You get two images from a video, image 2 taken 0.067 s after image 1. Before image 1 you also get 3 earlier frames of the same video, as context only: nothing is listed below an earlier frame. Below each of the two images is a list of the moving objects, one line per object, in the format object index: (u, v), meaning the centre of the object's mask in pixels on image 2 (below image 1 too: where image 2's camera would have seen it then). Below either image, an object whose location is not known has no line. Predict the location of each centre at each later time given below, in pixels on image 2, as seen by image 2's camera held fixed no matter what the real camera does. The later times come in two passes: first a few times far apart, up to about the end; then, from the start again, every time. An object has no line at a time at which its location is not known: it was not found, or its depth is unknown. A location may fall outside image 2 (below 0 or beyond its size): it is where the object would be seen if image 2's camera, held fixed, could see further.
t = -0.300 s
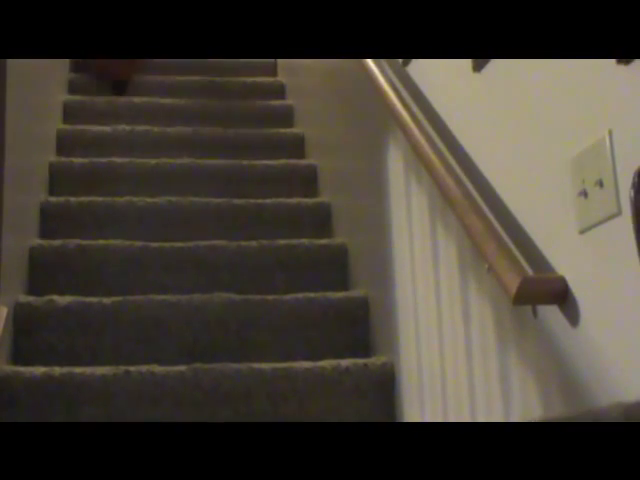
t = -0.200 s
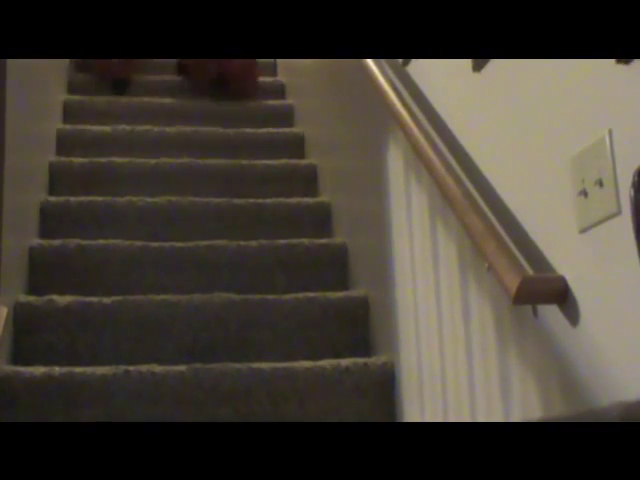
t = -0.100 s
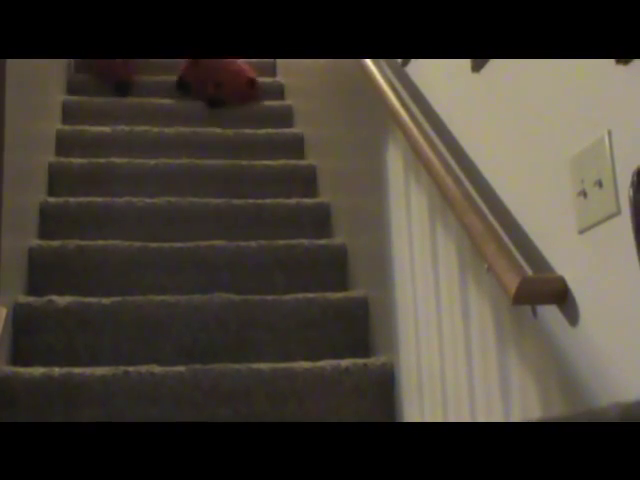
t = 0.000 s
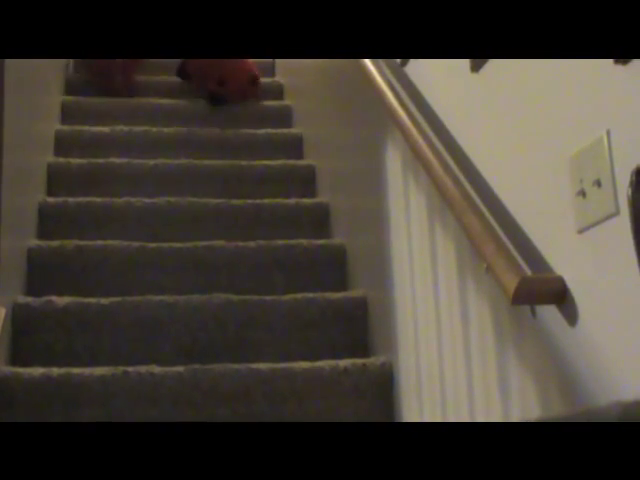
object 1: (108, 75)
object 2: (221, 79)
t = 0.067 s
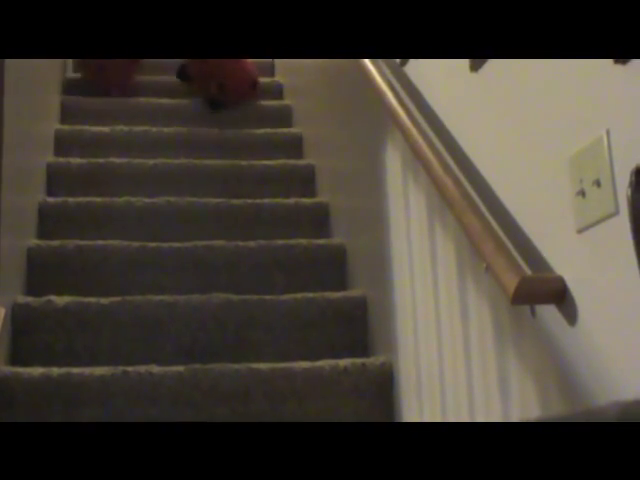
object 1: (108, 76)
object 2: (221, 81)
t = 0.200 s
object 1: (100, 79)
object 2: (221, 85)
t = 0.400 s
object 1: (106, 79)
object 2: (220, 90)
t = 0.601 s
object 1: (110, 89)
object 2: (215, 108)
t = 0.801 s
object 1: (121, 112)
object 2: (215, 120)
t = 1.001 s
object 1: (135, 123)
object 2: (229, 162)
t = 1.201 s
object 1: (148, 120)
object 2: (241, 145)
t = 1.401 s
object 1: (138, 143)
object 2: (255, 198)
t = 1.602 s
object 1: (124, 155)
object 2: (265, 197)
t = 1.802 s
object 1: (106, 160)
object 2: (267, 197)
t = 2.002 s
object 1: (101, 162)
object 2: (266, 197)
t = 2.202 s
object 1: (109, 179)
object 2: (266, 197)
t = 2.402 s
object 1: (112, 189)
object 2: (267, 197)
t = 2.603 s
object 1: (100, 201)
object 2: (267, 197)
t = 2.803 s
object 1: (85, 256)
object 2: (267, 197)
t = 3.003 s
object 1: (85, 254)
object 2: (267, 197)
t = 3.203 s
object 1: (92, 265)
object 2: (267, 197)
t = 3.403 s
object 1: (91, 270)
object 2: (267, 197)
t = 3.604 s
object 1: (91, 269)
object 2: (266, 197)
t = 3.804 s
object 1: (91, 269)
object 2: (266, 197)
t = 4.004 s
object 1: (91, 269)
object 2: (266, 197)
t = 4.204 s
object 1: (91, 269)
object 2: (267, 197)
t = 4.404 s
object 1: (93, 269)
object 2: (266, 197)
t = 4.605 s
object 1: (93, 269)
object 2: (266, 197)
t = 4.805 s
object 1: (93, 269)
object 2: (266, 197)
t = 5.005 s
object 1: (93, 269)
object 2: (266, 198)
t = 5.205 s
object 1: (92, 269)
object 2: (266, 197)
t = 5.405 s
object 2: (266, 197)
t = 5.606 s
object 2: (266, 197)
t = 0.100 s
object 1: (107, 77)
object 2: (221, 83)
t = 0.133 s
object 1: (104, 77)
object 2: (220, 85)
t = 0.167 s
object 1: (101, 79)
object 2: (220, 85)
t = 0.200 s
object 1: (100, 79)
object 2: (221, 85)
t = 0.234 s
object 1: (100, 78)
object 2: (221, 85)
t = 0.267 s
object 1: (101, 77)
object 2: (221, 84)
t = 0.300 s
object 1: (102, 77)
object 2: (221, 84)
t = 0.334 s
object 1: (105, 77)
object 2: (221, 85)
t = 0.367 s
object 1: (105, 78)
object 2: (220, 87)
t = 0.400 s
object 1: (106, 79)
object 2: (220, 90)
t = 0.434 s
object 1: (106, 79)
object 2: (219, 94)
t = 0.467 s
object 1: (108, 80)
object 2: (222, 99)
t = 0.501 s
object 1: (110, 81)
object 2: (224, 103)
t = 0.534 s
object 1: (109, 82)
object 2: (223, 102)
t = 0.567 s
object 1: (110, 84)
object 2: (219, 105)
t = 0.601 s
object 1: (110, 89)
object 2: (215, 108)
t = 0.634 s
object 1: (111, 95)
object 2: (213, 110)
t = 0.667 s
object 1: (110, 104)
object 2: (212, 114)
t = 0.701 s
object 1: (118, 112)
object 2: (211, 116)
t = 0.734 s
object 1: (121, 114)
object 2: (212, 118)
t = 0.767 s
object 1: (120, 112)
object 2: (213, 119)
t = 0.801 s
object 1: (121, 112)
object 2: (215, 120)
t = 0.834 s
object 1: (124, 115)
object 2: (218, 123)
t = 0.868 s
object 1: (125, 118)
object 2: (223, 128)
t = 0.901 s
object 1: (126, 120)
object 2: (225, 136)
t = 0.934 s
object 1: (128, 122)
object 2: (228, 149)
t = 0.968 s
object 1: (133, 122)
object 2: (229, 158)
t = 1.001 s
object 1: (135, 123)
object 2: (229, 162)
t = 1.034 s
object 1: (141, 125)
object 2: (230, 158)
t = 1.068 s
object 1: (146, 125)
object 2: (233, 152)
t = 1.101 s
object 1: (146, 124)
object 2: (235, 147)
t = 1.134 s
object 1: (148, 123)
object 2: (237, 144)
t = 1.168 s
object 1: (148, 121)
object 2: (239, 143)
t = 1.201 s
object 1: (148, 120)
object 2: (241, 145)
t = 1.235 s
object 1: (146, 122)
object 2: (244, 149)
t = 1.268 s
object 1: (145, 126)
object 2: (246, 158)
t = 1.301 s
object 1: (141, 129)
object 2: (248, 168)
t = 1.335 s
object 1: (140, 134)
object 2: (252, 181)
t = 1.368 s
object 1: (139, 140)
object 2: (254, 191)
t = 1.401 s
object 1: (138, 143)
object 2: (255, 198)
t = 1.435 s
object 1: (137, 147)
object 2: (256, 202)
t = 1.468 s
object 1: (136, 149)
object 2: (257, 198)
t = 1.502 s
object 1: (133, 150)
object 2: (258, 196)
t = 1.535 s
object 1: (128, 156)
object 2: (261, 195)
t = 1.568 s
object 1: (126, 158)
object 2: (263, 196)
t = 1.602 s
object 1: (124, 155)
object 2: (265, 197)
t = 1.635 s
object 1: (122, 152)
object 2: (266, 198)
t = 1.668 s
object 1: (119, 150)
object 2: (266, 197)
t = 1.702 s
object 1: (116, 150)
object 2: (267, 197)
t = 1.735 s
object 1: (114, 152)
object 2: (267, 197)
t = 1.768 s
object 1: (109, 156)
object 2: (267, 197)
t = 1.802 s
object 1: (106, 160)
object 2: (267, 197)
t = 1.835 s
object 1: (104, 161)
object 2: (267, 197)
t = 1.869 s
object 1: (102, 160)
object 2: (267, 197)
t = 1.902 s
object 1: (101, 159)
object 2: (267, 197)
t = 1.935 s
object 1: (100, 159)
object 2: (267, 197)
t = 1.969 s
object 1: (101, 160)
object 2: (267, 197)
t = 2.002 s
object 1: (101, 162)
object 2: (266, 197)
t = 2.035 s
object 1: (102, 163)
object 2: (266, 197)
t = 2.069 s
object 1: (103, 166)
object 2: (266, 197)
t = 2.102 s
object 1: (104, 168)
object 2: (267, 197)
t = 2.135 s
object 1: (105, 170)
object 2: (267, 197)
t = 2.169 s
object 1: (106, 174)
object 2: (266, 197)
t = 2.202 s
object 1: (109, 179)
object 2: (266, 197)
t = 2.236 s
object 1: (109, 181)
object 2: (266, 197)
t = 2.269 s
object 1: (108, 183)
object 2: (266, 197)
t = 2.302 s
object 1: (112, 191)
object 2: (267, 197)
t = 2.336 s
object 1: (114, 195)
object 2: (267, 197)
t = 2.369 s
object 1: (114, 193)
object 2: (267, 198)
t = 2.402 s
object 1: (112, 189)
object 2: (267, 197)
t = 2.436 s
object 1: (111, 186)
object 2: (267, 197)
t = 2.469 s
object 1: (109, 185)
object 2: (267, 197)
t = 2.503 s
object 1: (107, 186)
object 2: (267, 197)
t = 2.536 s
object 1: (105, 188)
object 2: (267, 197)
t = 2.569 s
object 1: (103, 194)
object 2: (267, 197)
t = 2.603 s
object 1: (100, 201)
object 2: (267, 197)
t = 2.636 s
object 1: (97, 213)
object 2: (267, 197)
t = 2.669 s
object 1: (97, 226)
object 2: (267, 197)
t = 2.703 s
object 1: (97, 239)
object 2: (267, 197)
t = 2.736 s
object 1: (92, 251)
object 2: (267, 197)
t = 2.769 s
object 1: (87, 257)
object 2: (267, 197)
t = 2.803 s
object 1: (85, 256)
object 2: (267, 197)
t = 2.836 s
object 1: (84, 252)
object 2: (267, 197)
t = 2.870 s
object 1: (82, 248)
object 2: (267, 197)
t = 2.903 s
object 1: (81, 246)
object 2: (267, 197)
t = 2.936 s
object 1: (82, 246)
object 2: (267, 197)
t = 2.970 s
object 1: (83, 249)
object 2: (267, 197)
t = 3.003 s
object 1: (85, 254)
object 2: (267, 197)
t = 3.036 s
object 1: (87, 260)
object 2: (267, 197)
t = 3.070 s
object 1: (89, 268)
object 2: (267, 197)
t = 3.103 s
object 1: (89, 270)
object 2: (267, 197)
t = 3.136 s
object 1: (91, 267)
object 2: (267, 197)
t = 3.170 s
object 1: (91, 265)
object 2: (267, 197)
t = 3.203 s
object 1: (92, 265)
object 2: (267, 197)
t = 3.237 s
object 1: (92, 268)
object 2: (267, 197)
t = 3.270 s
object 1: (92, 270)
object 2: (267, 197)
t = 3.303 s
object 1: (92, 271)
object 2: (267, 197)
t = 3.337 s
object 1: (91, 270)
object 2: (267, 197)
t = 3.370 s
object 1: (91, 270)
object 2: (267, 197)
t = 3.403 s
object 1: (91, 270)
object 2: (267, 197)
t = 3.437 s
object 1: (91, 270)
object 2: (266, 197)
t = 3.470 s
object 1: (91, 269)
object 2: (266, 197)
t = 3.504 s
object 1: (91, 269)
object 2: (266, 197)
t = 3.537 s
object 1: (91, 269)
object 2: (266, 197)
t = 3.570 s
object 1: (91, 269)
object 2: (266, 197)
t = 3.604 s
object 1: (91, 269)
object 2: (266, 197)
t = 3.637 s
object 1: (91, 269)
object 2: (266, 197)
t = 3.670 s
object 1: (91, 269)
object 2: (266, 197)
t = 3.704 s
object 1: (91, 269)
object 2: (266, 197)
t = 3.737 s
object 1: (91, 269)
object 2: (266, 197)
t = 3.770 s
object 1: (91, 269)
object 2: (267, 197)
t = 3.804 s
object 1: (91, 269)
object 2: (266, 197)
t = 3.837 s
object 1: (91, 269)
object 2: (266, 197)
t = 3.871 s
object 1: (91, 269)
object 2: (266, 197)
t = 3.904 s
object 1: (91, 269)
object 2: (267, 197)
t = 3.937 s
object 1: (91, 269)
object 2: (267, 197)
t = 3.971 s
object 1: (91, 269)
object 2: (267, 197)
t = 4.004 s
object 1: (91, 269)
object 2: (266, 197)
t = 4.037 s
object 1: (91, 269)
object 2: (267, 197)
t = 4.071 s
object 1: (91, 269)
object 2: (266, 197)
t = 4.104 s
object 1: (91, 269)
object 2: (266, 197)
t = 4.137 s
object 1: (91, 269)
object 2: (266, 197)
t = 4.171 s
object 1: (91, 269)
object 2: (266, 197)
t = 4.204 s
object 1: (91, 269)
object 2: (267, 197)
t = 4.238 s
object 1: (91, 269)
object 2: (267, 197)
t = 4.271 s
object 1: (91, 269)
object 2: (267, 197)
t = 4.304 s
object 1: (92, 268)
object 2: (266, 197)
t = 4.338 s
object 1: (91, 269)
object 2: (267, 197)
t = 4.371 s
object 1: (91, 269)
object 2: (266, 197)
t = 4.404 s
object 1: (93, 269)
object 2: (266, 197)
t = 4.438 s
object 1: (93, 269)
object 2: (266, 197)
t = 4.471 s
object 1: (93, 269)
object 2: (266, 197)
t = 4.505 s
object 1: (93, 269)
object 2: (266, 197)
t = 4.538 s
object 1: (93, 269)
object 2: (266, 197)
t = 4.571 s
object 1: (93, 269)
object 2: (267, 197)
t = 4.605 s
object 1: (93, 269)
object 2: (266, 197)
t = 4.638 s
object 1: (93, 269)
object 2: (266, 198)
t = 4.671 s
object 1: (93, 269)
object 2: (266, 197)
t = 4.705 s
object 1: (93, 269)
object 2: (266, 198)
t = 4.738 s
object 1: (93, 269)
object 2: (266, 198)
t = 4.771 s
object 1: (93, 269)
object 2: (266, 198)
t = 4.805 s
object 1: (93, 269)
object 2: (266, 197)
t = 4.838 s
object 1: (93, 269)
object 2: (266, 197)
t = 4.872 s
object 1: (93, 269)
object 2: (266, 197)
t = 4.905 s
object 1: (93, 269)
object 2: (266, 198)
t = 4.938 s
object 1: (93, 269)
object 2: (266, 197)
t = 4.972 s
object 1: (93, 269)
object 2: (266, 197)
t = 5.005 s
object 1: (93, 269)
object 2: (266, 198)
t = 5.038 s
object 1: (93, 269)
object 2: (266, 197)
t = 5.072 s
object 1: (93, 269)
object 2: (266, 198)
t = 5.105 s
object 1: (93, 269)
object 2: (266, 197)
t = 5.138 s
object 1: (93, 269)
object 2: (266, 198)
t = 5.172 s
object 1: (93, 269)
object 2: (266, 198)
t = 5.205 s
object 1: (92, 269)
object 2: (266, 197)
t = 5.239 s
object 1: (92, 269)
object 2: (266, 198)
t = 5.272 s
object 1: (92, 269)
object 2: (266, 197)
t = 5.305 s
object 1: (93, 269)
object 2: (266, 197)
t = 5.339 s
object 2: (266, 197)
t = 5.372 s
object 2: (266, 197)
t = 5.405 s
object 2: (266, 197)
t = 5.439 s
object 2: (266, 197)
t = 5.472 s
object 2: (266, 197)
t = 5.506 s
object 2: (266, 197)
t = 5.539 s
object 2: (266, 197)
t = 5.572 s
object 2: (266, 197)
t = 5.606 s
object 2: (266, 197)
